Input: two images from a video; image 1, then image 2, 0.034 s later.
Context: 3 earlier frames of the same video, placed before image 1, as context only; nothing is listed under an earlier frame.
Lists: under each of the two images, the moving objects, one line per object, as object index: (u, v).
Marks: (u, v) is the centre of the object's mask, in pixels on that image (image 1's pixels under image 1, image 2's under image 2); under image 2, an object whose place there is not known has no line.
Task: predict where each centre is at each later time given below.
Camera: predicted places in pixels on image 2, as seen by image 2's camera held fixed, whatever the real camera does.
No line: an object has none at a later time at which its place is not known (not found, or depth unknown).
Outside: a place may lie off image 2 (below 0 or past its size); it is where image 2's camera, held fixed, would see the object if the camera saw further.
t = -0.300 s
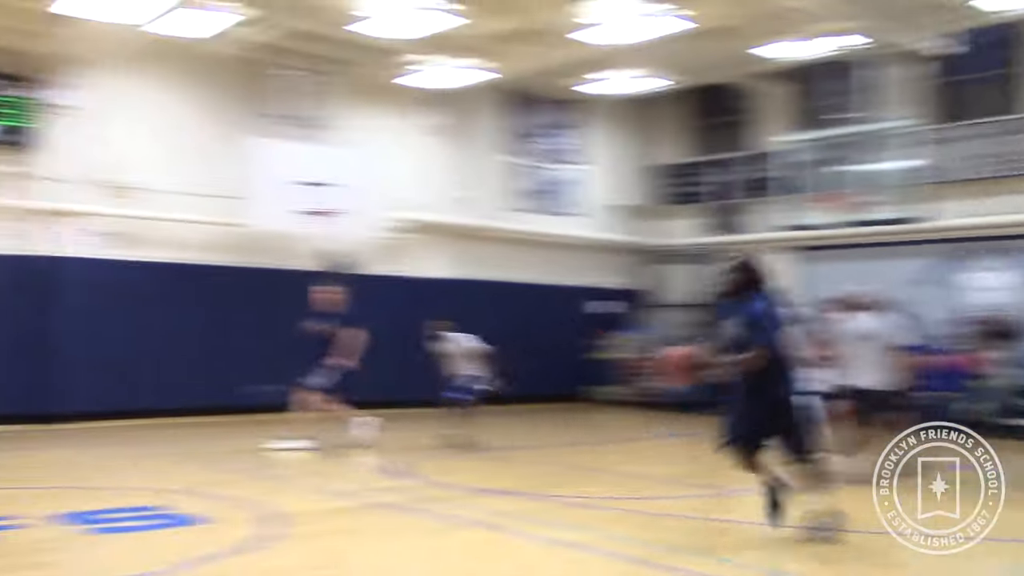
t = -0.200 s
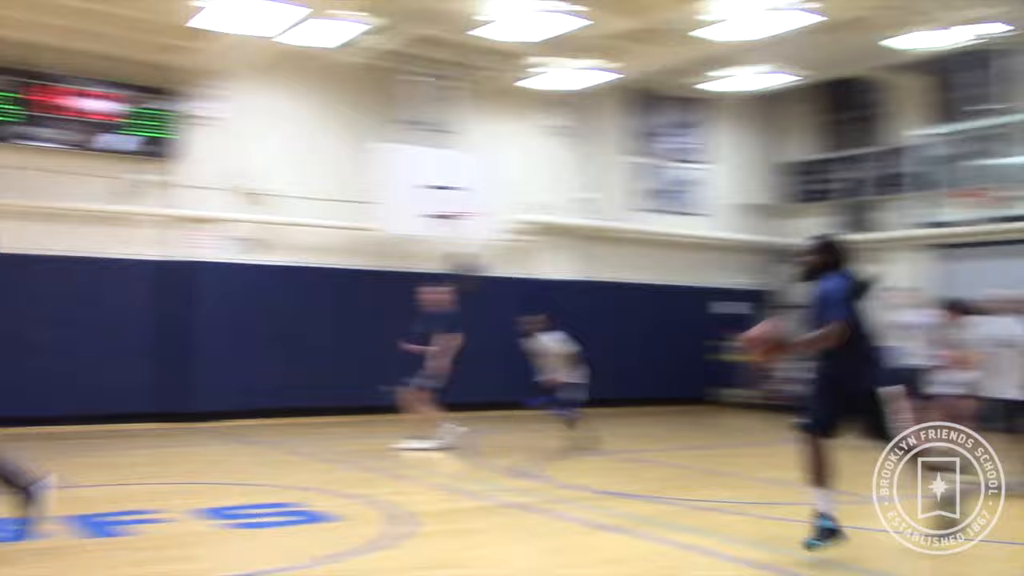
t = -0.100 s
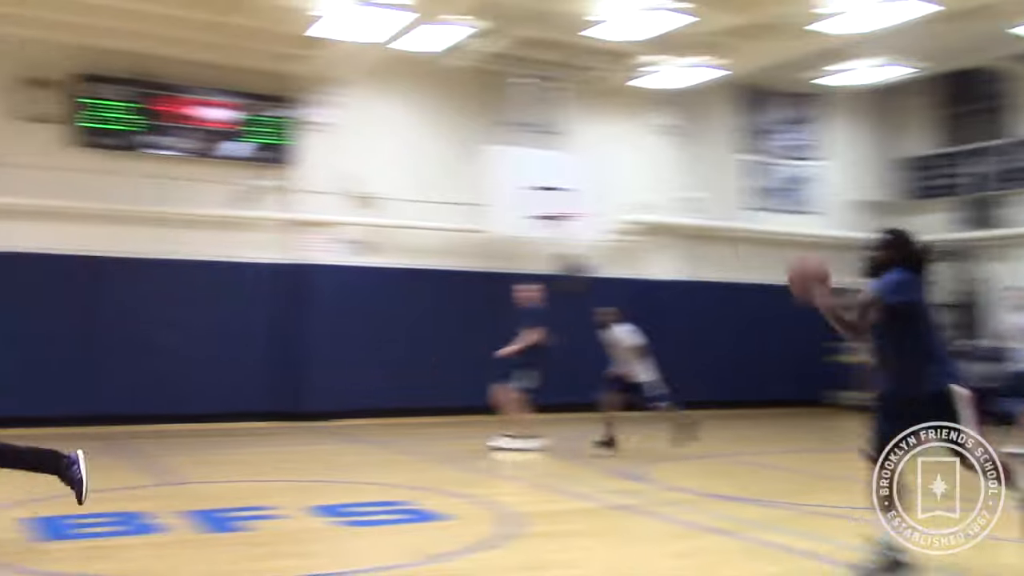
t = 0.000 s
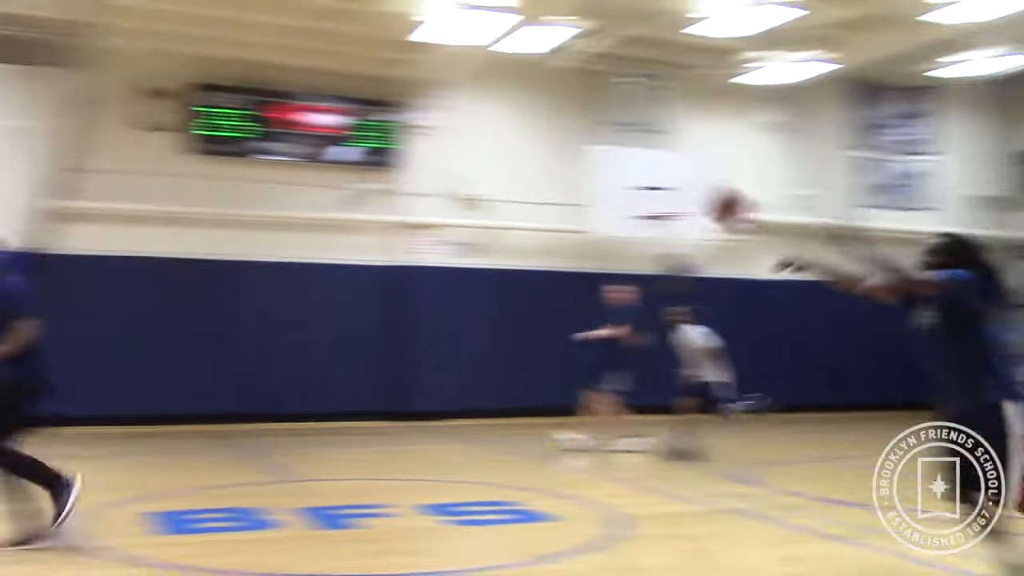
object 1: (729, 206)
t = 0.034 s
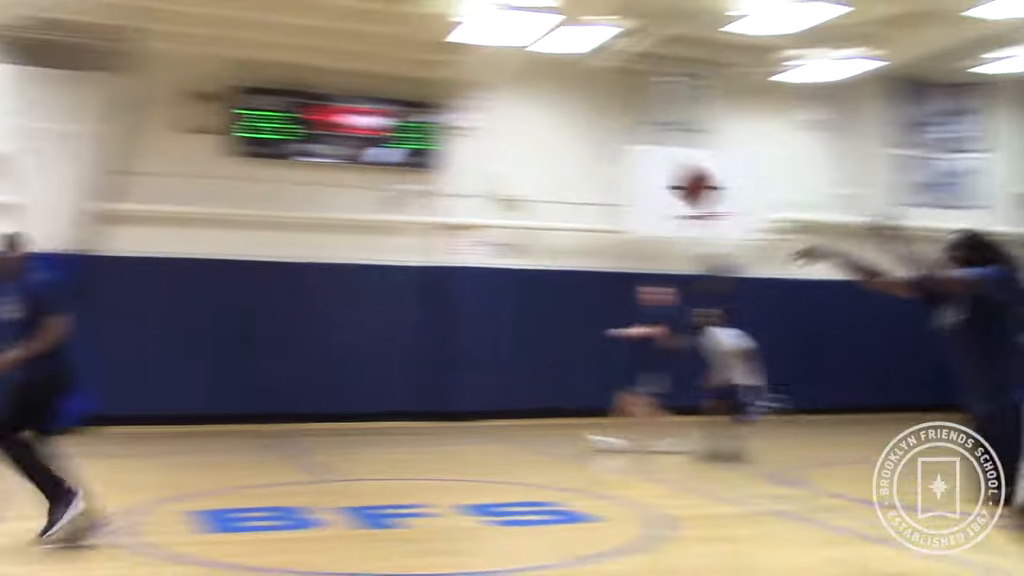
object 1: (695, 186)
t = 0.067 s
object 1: (620, 167)
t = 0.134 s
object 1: (476, 136)
